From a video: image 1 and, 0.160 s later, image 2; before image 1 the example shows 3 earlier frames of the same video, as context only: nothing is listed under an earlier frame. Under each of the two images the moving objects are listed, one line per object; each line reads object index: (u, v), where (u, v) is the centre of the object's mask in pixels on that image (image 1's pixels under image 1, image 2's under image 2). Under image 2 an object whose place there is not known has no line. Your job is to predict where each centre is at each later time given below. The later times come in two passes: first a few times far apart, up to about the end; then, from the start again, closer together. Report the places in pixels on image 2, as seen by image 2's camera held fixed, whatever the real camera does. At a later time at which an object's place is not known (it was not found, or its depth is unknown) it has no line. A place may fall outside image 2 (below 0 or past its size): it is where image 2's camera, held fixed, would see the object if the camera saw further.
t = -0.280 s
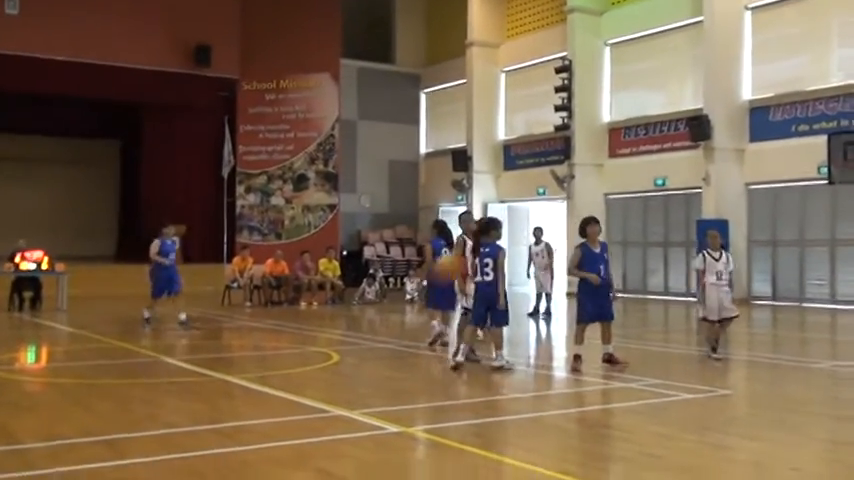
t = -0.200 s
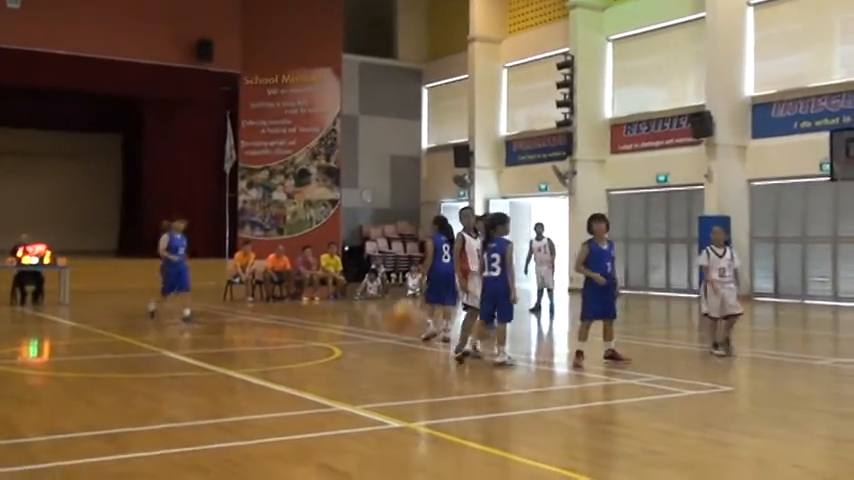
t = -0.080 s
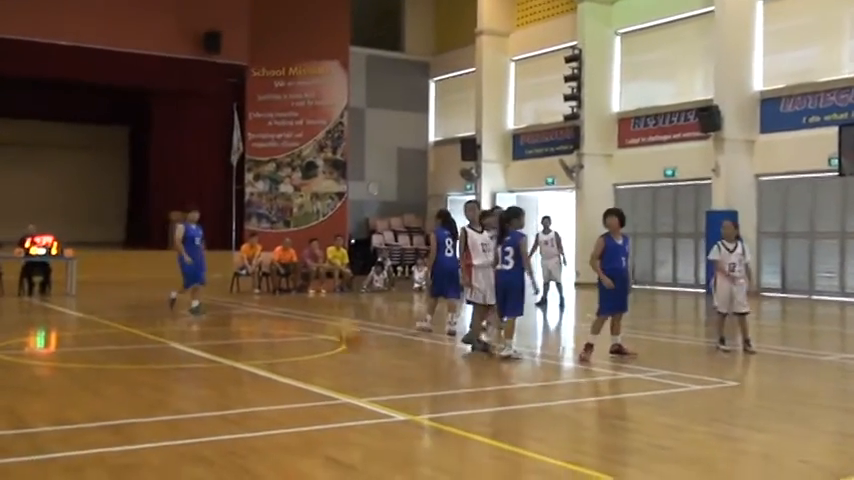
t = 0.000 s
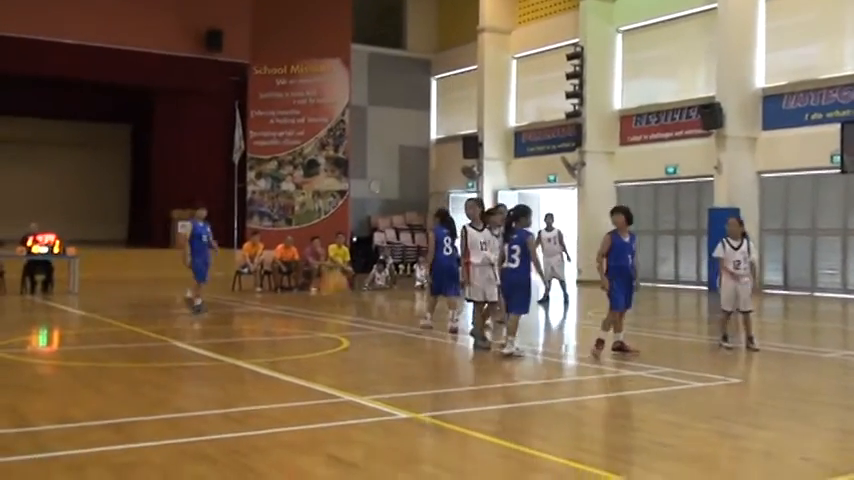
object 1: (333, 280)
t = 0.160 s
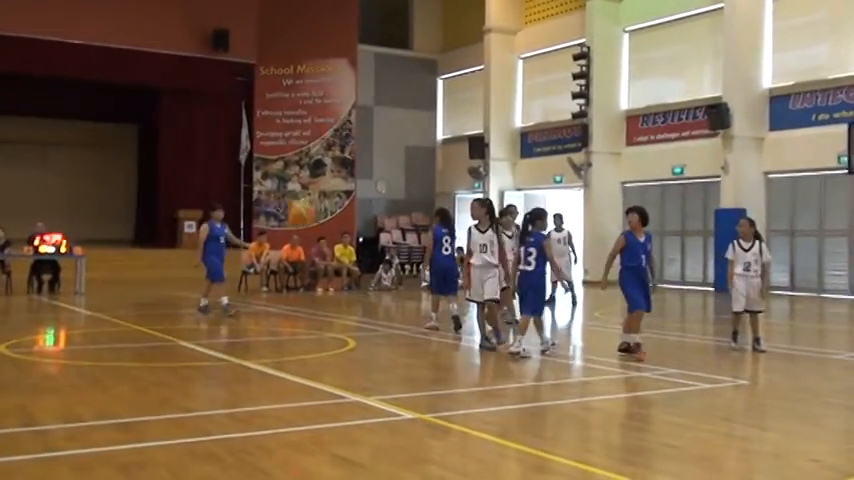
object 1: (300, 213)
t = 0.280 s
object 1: (272, 179)
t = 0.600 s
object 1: (189, 179)
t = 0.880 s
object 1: (118, 278)
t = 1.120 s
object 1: (49, 295)
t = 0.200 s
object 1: (292, 205)
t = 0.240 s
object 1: (281, 188)
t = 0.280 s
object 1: (272, 179)
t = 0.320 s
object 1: (261, 174)
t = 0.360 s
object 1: (250, 169)
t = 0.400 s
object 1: (240, 165)
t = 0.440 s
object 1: (230, 164)
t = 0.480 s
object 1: (220, 165)
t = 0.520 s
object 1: (210, 168)
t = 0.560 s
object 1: (199, 173)
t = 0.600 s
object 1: (189, 179)
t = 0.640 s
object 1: (178, 188)
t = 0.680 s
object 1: (168, 199)
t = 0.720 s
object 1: (157, 211)
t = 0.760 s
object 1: (146, 226)
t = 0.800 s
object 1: (136, 240)
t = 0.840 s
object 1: (127, 255)
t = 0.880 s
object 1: (118, 278)
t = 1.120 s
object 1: (49, 295)
